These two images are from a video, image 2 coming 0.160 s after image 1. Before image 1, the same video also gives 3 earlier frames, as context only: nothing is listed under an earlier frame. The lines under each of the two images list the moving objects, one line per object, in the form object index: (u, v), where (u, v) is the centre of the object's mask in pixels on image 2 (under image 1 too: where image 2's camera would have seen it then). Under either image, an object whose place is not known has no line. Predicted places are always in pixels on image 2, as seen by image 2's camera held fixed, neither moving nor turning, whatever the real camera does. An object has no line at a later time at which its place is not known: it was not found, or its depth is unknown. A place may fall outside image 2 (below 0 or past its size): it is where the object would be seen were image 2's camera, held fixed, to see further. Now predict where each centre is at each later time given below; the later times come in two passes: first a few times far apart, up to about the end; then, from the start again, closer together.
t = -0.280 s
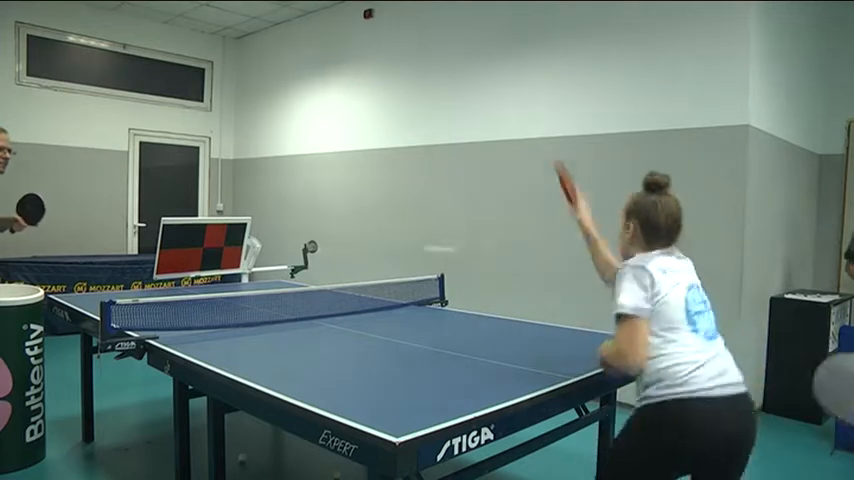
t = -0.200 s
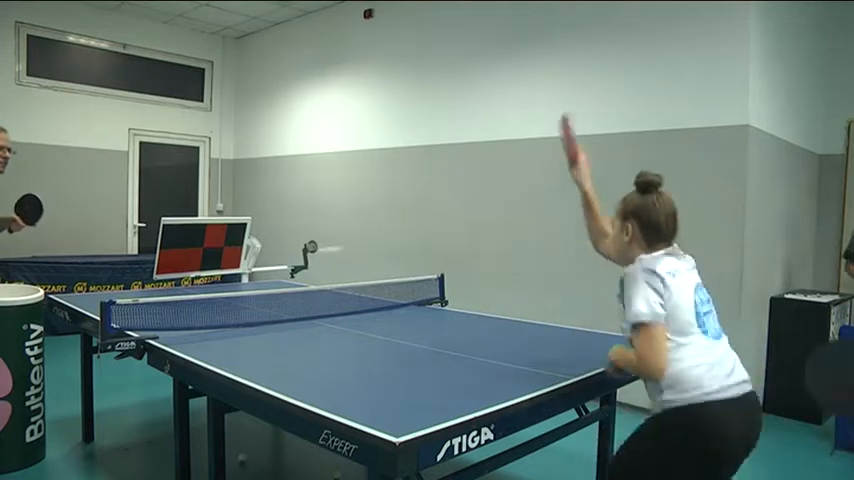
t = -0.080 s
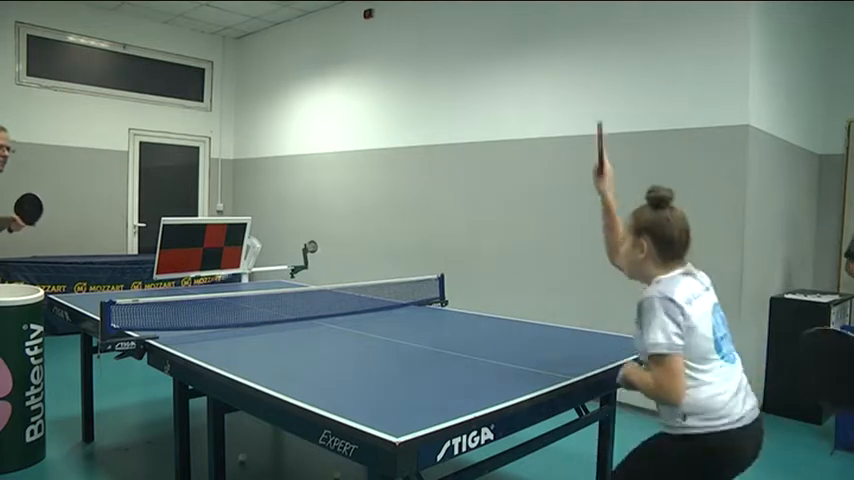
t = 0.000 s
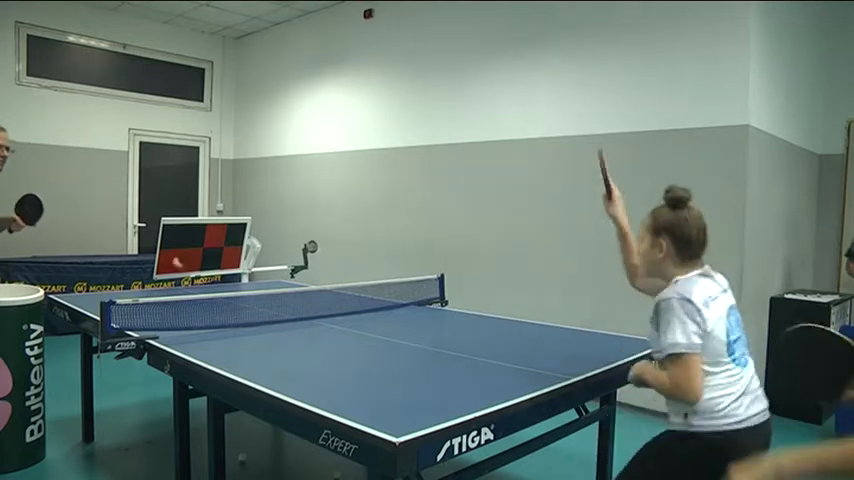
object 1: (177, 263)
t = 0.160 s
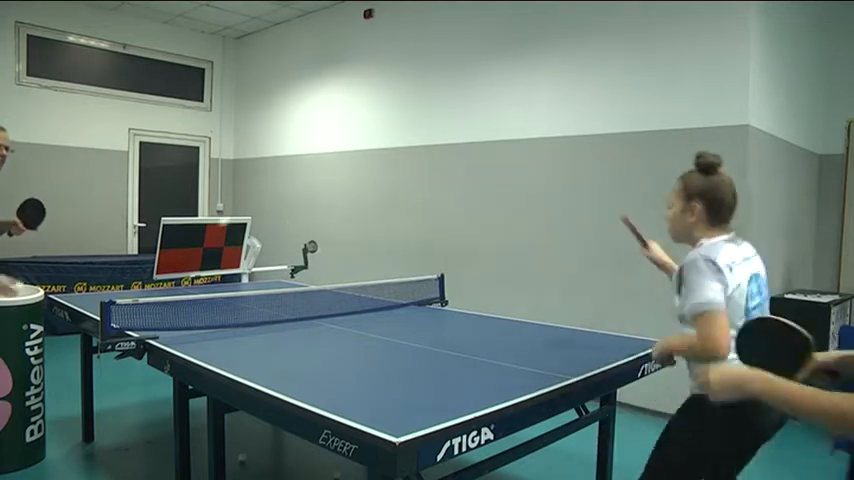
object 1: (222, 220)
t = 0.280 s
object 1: (274, 217)
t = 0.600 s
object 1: (503, 342)
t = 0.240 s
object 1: (256, 215)
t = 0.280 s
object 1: (274, 217)
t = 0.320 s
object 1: (295, 224)
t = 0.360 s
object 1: (318, 236)
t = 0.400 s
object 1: (344, 254)
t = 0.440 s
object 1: (373, 281)
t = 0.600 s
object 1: (503, 342)
